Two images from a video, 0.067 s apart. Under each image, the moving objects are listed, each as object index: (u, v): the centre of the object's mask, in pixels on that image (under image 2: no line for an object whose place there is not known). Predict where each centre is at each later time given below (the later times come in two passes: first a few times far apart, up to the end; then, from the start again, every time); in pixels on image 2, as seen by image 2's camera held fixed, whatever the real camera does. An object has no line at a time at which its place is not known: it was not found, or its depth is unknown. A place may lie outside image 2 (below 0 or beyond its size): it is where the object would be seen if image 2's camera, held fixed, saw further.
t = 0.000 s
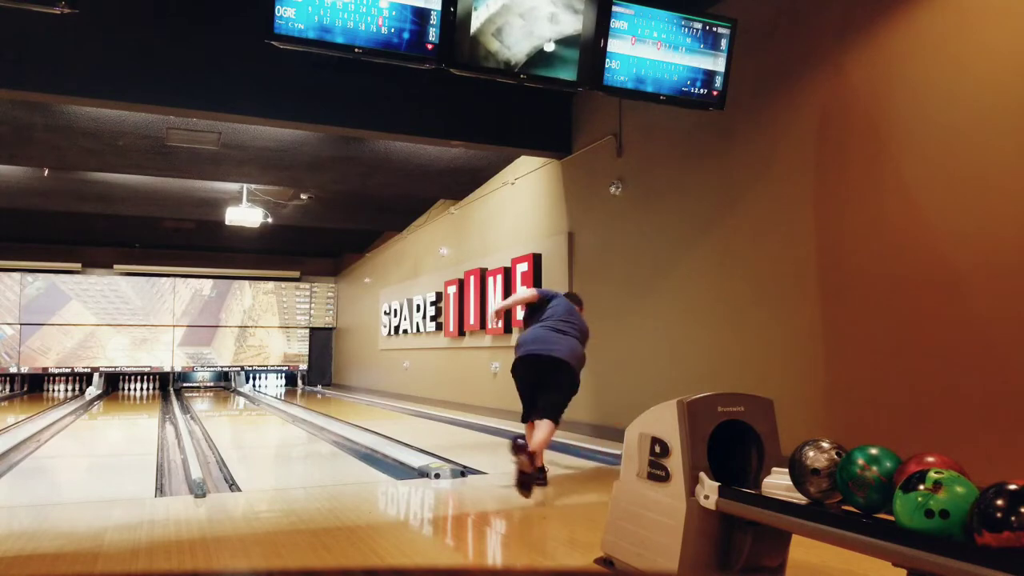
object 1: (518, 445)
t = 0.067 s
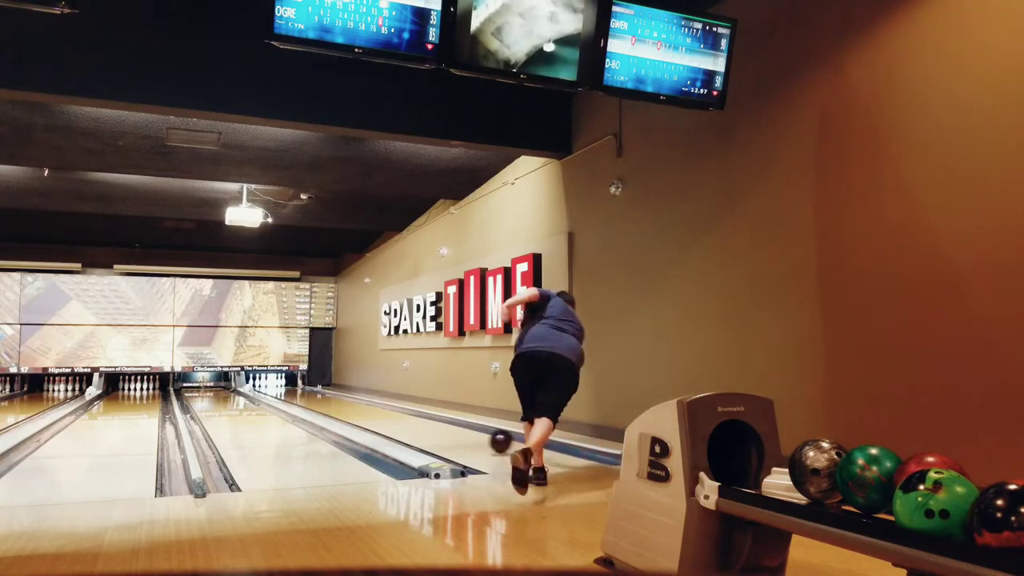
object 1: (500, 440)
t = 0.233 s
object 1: (458, 431)
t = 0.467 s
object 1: (414, 418)
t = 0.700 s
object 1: (382, 410)
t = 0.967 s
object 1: (355, 403)
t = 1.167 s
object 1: (338, 399)
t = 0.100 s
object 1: (491, 439)
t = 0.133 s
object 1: (482, 437)
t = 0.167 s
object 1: (473, 435)
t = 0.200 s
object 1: (466, 433)
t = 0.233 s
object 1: (458, 431)
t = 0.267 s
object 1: (451, 429)
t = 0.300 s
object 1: (444, 427)
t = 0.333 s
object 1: (437, 424)
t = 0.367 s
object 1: (431, 423)
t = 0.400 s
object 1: (425, 421)
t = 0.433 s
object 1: (420, 420)
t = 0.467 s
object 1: (414, 418)
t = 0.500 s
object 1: (409, 417)
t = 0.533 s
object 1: (404, 416)
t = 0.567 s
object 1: (399, 414)
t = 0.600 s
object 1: (395, 413)
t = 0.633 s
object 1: (391, 412)
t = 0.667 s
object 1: (386, 411)
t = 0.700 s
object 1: (382, 410)
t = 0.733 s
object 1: (378, 409)
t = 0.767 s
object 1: (374, 408)
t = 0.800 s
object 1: (371, 407)
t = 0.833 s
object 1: (368, 406)
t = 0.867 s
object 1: (364, 405)
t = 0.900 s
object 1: (361, 405)
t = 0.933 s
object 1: (358, 404)
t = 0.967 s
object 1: (355, 403)
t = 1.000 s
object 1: (352, 402)
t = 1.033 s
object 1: (349, 402)
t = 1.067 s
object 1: (346, 401)
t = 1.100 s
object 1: (343, 400)
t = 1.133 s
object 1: (341, 399)
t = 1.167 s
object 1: (338, 399)
